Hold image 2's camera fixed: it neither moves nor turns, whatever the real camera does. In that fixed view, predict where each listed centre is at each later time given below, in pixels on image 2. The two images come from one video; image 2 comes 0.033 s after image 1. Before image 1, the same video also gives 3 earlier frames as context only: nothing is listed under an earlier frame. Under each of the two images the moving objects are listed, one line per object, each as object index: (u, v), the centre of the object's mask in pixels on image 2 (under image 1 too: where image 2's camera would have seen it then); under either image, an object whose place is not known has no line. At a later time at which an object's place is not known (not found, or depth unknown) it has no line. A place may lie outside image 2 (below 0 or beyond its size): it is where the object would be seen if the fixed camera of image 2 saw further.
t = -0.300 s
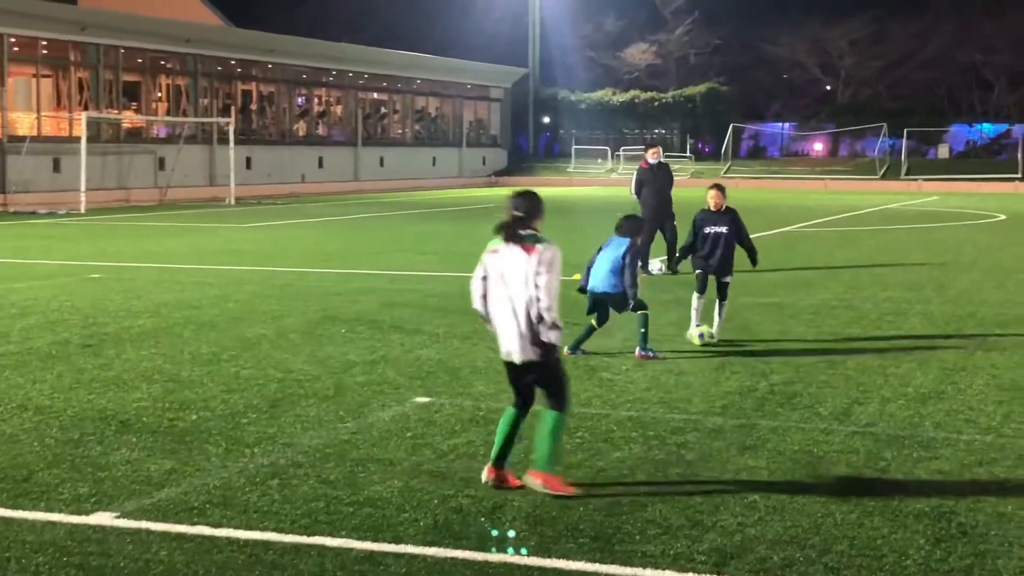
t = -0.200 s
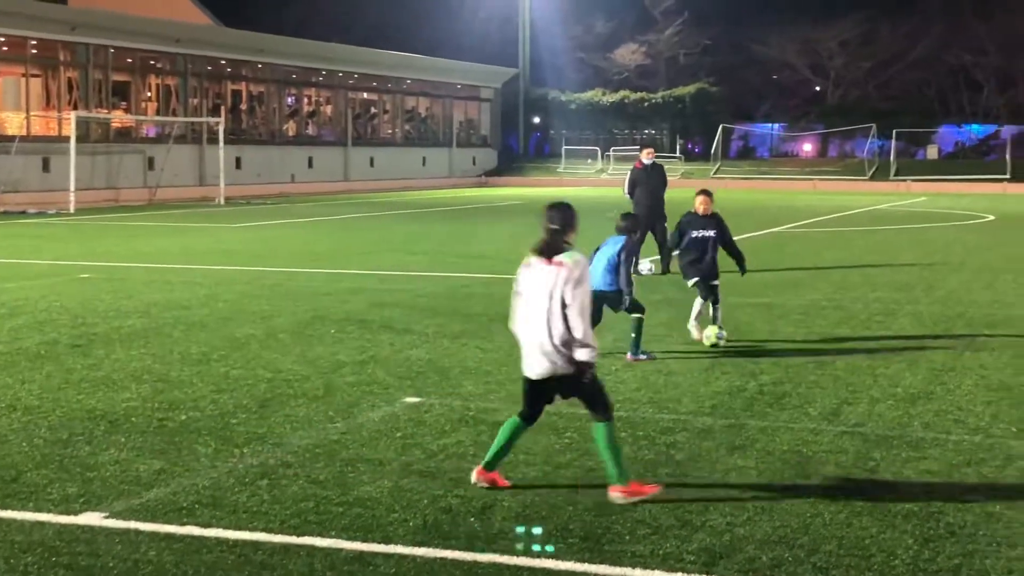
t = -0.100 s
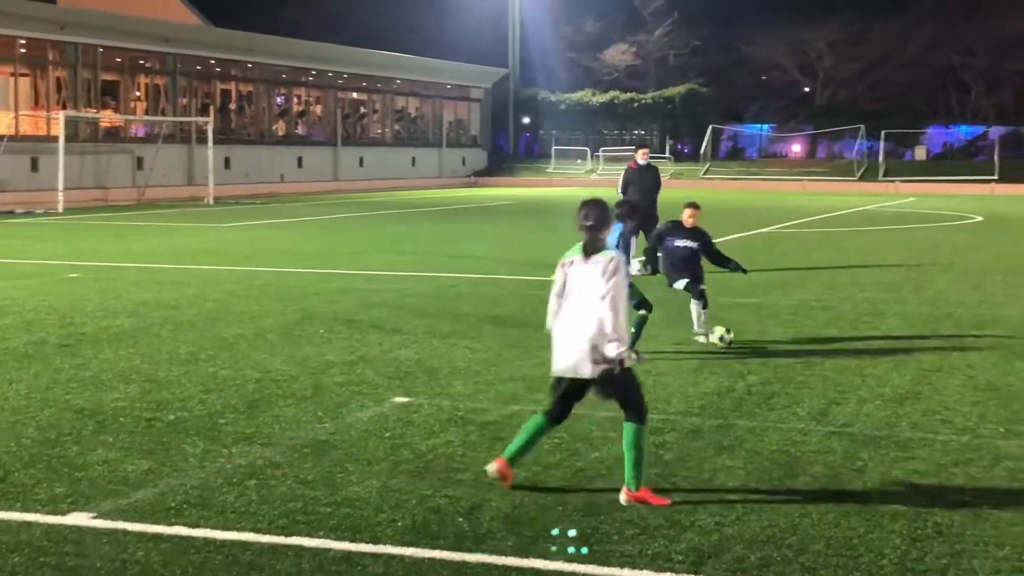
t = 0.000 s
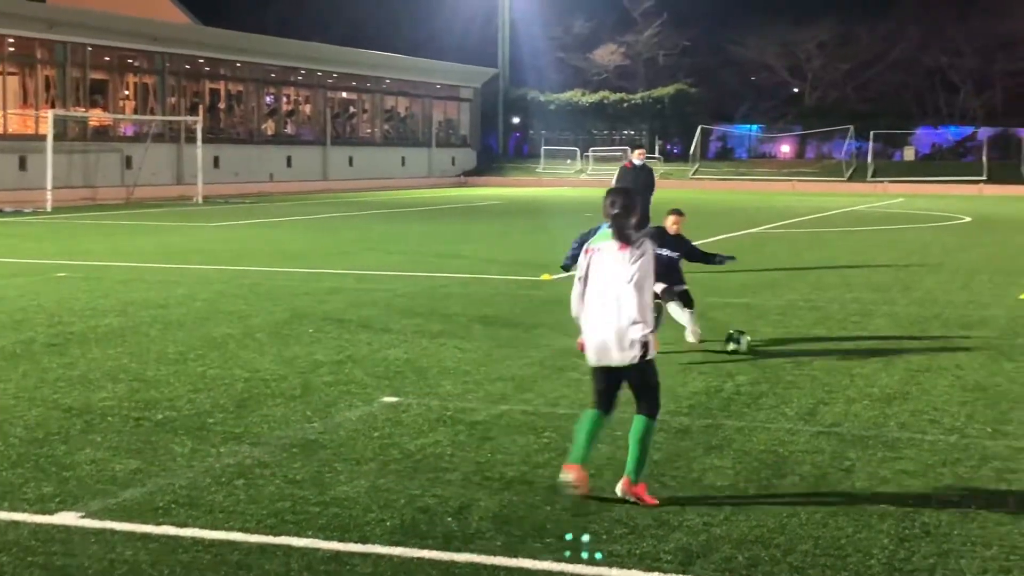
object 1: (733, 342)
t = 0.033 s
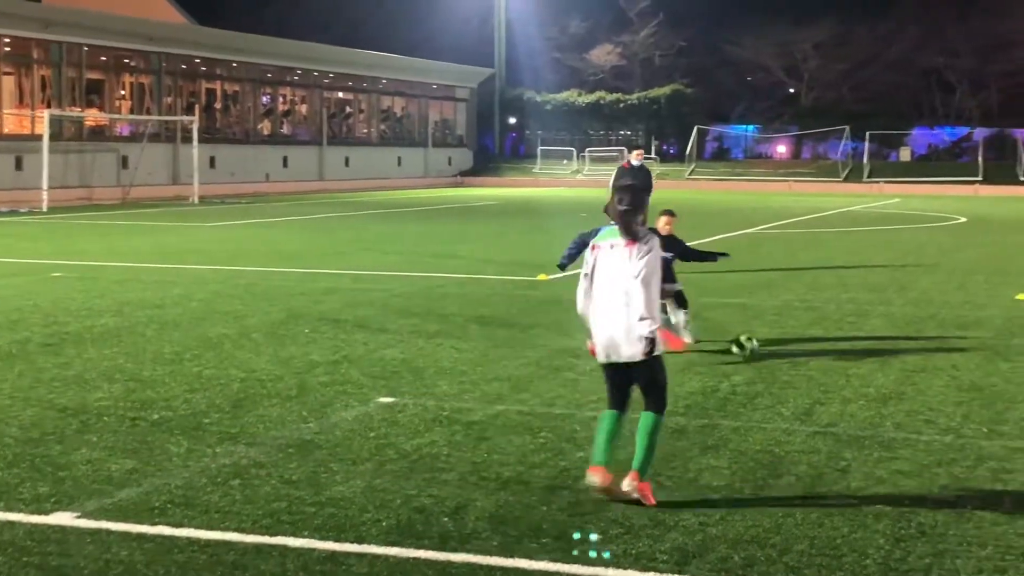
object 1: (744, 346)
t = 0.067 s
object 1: (755, 350)
